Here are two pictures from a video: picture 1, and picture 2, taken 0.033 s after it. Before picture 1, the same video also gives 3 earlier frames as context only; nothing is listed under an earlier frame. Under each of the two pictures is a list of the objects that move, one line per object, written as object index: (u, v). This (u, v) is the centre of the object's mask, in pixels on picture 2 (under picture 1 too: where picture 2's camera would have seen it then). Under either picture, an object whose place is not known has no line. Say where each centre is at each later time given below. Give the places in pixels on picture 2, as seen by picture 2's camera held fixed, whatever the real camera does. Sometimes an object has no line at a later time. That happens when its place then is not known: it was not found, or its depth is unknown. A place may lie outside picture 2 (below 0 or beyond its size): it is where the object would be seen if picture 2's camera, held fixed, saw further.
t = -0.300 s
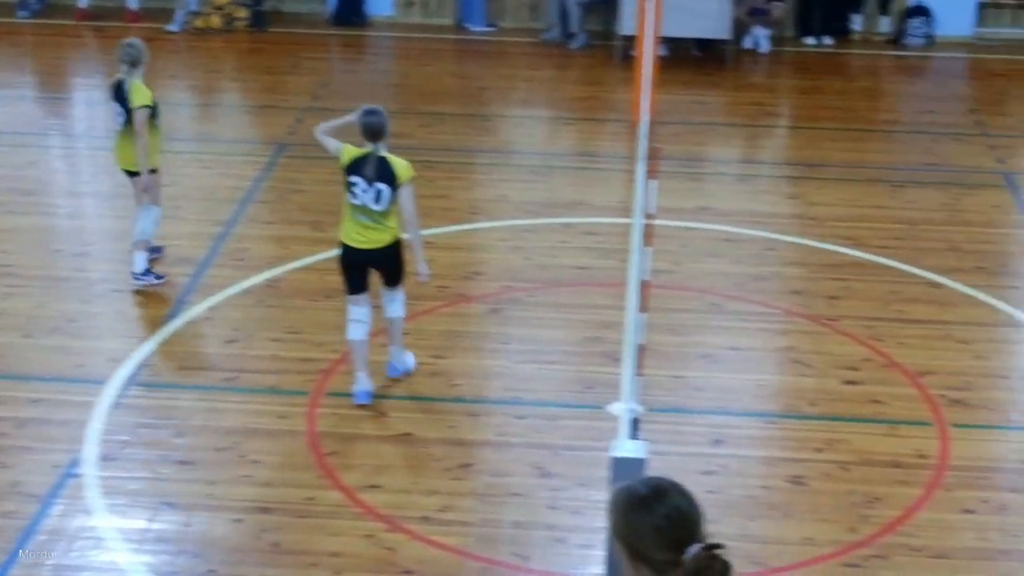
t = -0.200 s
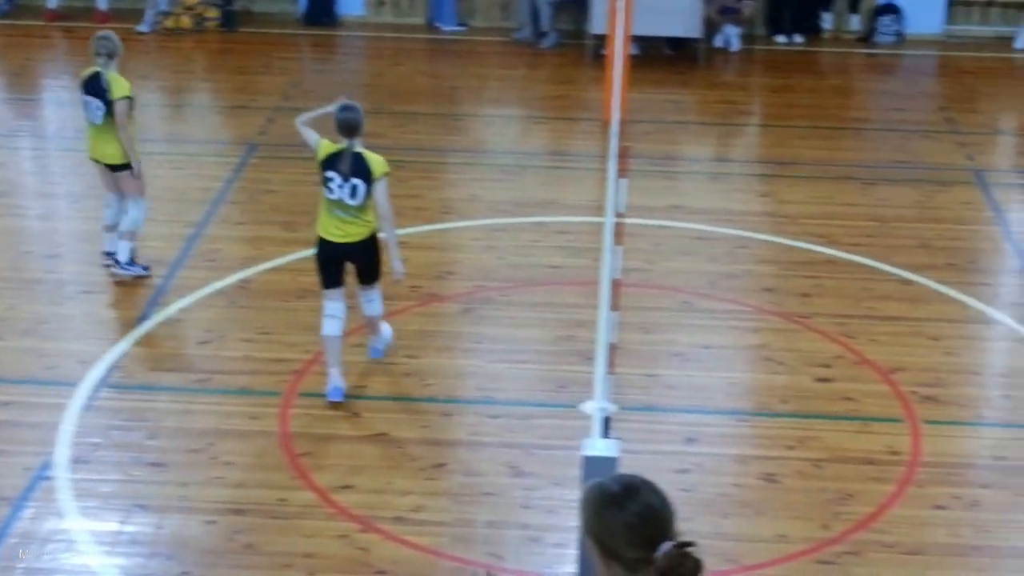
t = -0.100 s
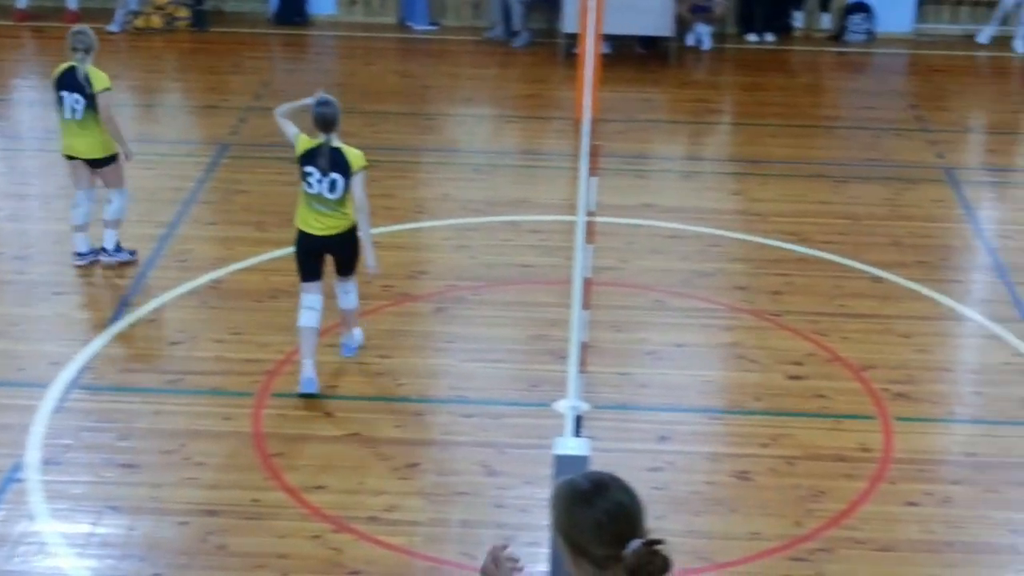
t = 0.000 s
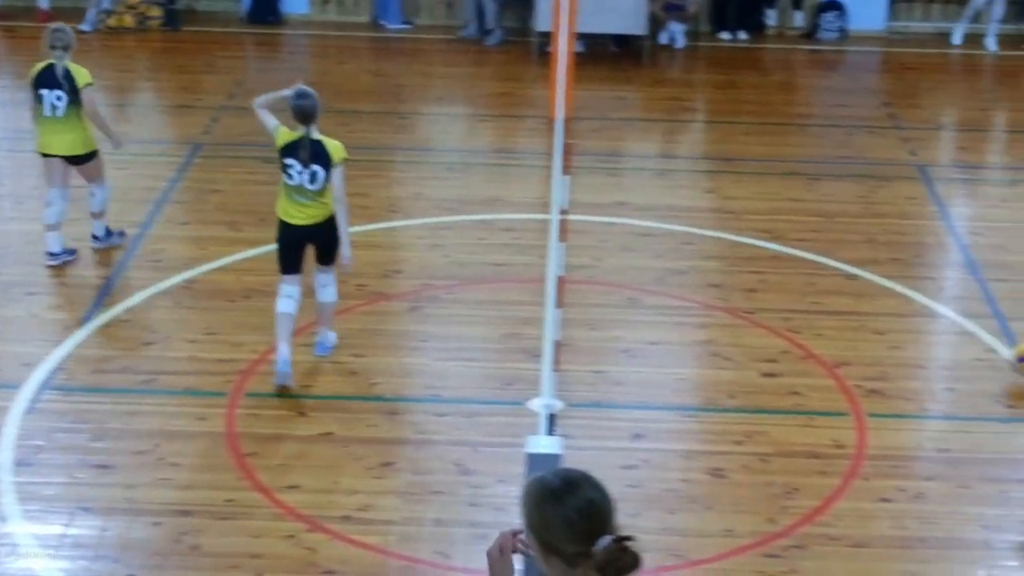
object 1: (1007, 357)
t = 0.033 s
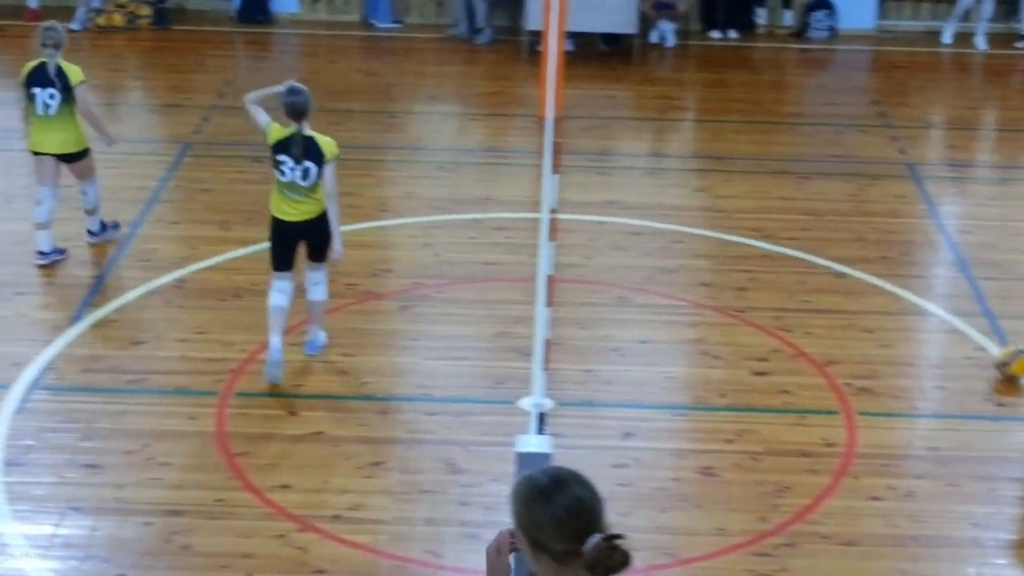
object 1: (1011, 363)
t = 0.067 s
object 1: (1011, 357)
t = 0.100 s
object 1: (1008, 348)
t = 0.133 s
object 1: (1005, 341)
